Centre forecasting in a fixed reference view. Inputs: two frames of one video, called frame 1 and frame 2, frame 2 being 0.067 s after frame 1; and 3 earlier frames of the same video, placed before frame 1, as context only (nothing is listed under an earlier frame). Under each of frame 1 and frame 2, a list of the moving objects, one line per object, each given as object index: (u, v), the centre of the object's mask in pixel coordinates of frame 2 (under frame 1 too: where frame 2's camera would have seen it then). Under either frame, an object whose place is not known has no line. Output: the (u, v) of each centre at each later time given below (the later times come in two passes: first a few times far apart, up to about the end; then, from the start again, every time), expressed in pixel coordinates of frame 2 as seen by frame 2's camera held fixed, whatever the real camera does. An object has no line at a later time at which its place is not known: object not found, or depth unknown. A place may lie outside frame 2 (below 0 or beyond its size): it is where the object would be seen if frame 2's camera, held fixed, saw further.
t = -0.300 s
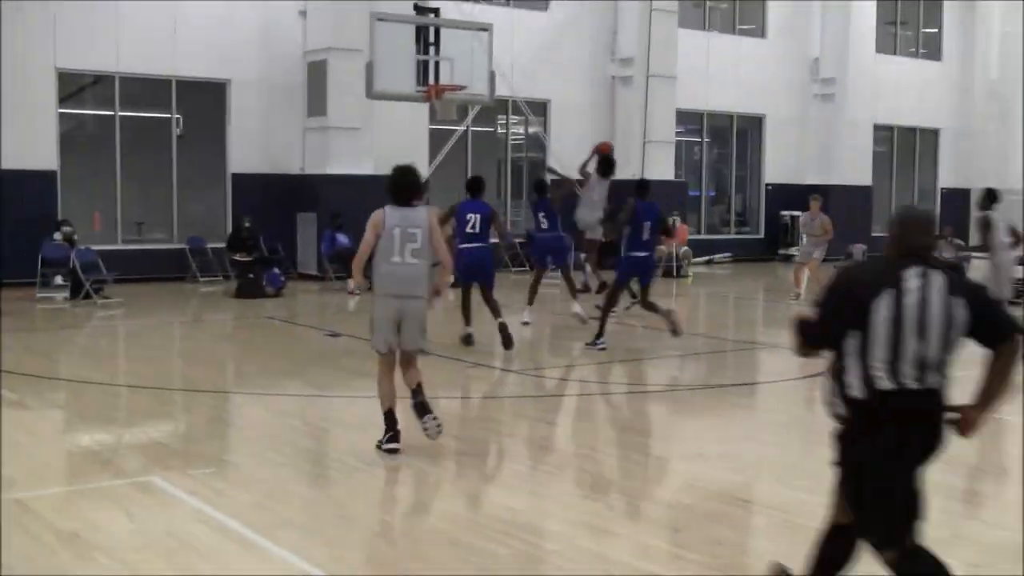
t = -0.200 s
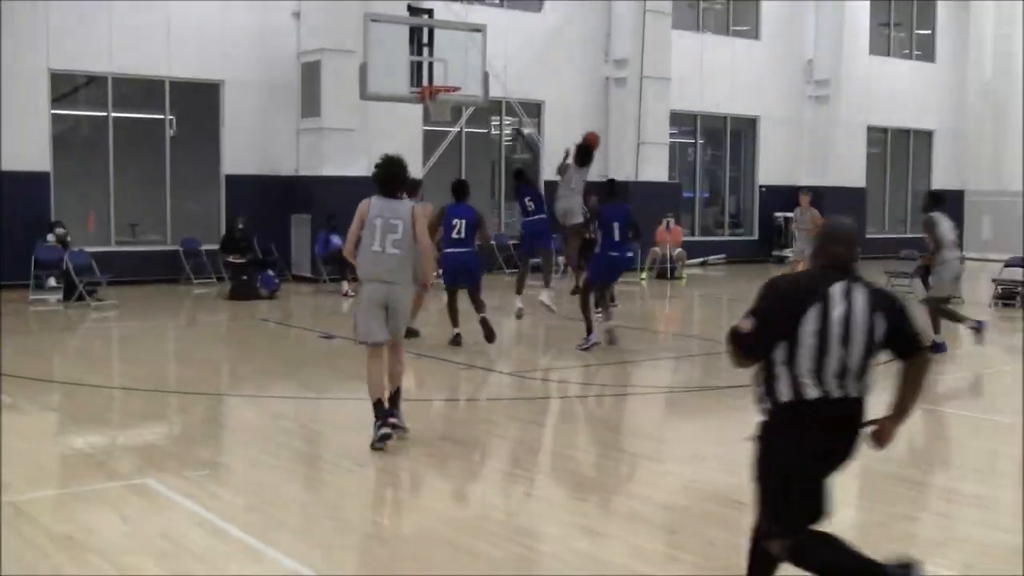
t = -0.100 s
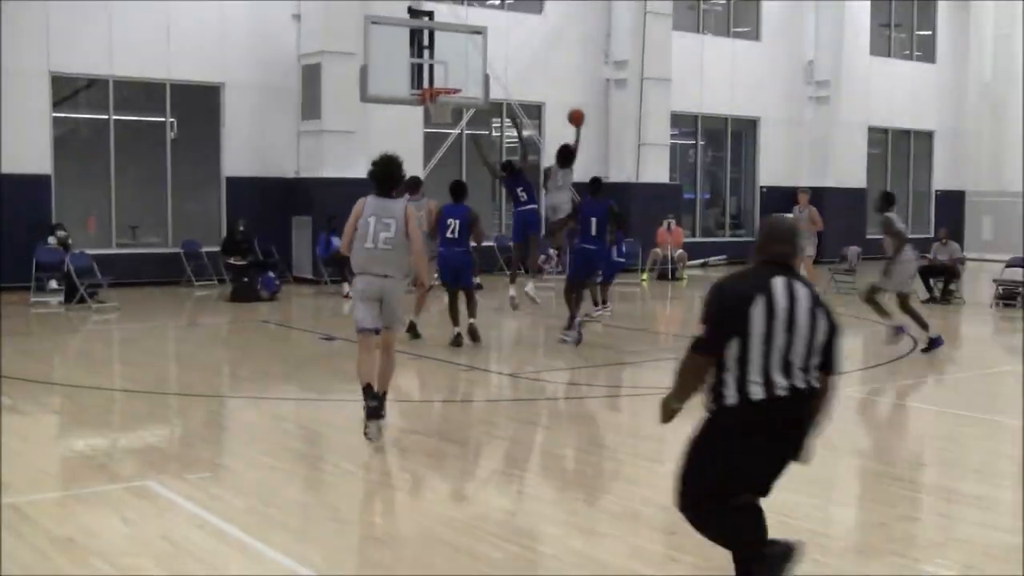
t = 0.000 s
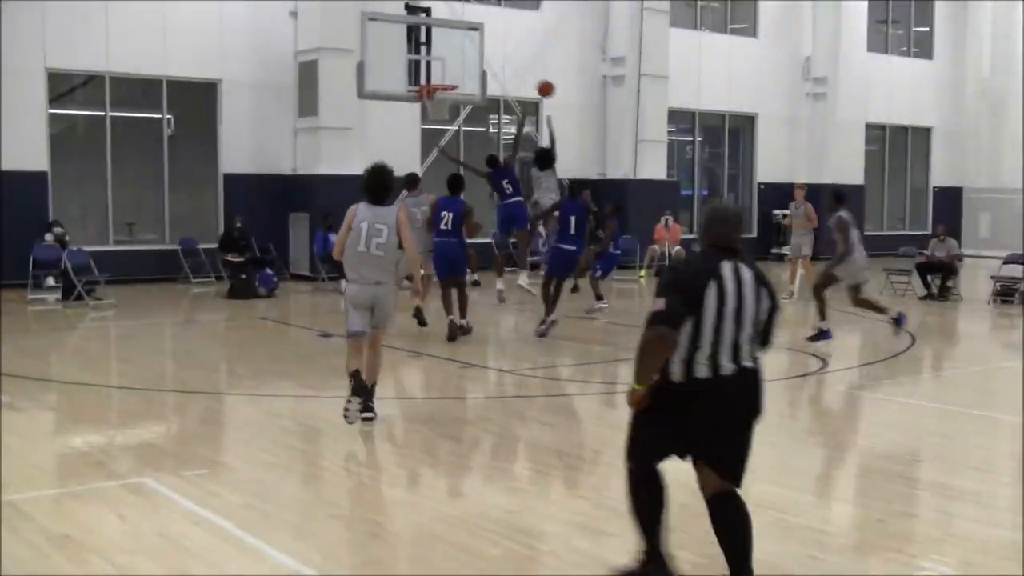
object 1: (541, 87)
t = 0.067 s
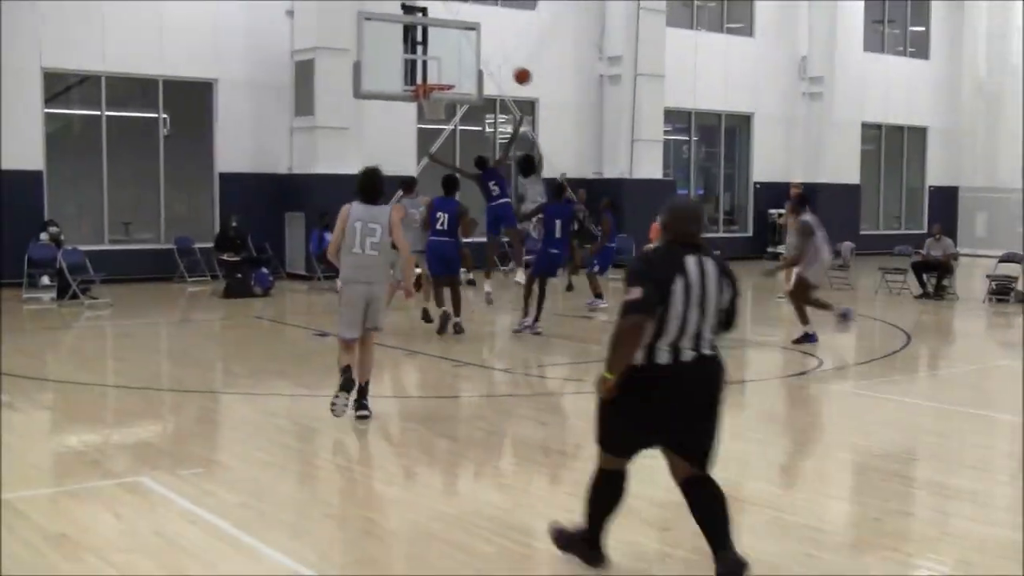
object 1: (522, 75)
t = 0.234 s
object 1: (474, 59)
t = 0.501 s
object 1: (423, 68)
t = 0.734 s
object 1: (406, 73)
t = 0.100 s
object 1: (512, 71)
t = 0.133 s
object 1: (502, 66)
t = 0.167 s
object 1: (493, 63)
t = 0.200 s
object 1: (483, 61)
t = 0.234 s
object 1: (474, 59)
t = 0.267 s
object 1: (464, 58)
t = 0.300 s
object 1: (454, 58)
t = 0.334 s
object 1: (445, 59)
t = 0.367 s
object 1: (436, 60)
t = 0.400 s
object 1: (432, 61)
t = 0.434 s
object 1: (430, 63)
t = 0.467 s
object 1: (427, 65)
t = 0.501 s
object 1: (423, 68)
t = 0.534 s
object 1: (419, 73)
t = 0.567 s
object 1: (415, 75)
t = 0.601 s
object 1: (415, 74)
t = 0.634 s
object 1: (414, 72)
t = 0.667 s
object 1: (411, 72)
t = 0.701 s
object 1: (408, 72)
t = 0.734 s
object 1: (406, 73)
